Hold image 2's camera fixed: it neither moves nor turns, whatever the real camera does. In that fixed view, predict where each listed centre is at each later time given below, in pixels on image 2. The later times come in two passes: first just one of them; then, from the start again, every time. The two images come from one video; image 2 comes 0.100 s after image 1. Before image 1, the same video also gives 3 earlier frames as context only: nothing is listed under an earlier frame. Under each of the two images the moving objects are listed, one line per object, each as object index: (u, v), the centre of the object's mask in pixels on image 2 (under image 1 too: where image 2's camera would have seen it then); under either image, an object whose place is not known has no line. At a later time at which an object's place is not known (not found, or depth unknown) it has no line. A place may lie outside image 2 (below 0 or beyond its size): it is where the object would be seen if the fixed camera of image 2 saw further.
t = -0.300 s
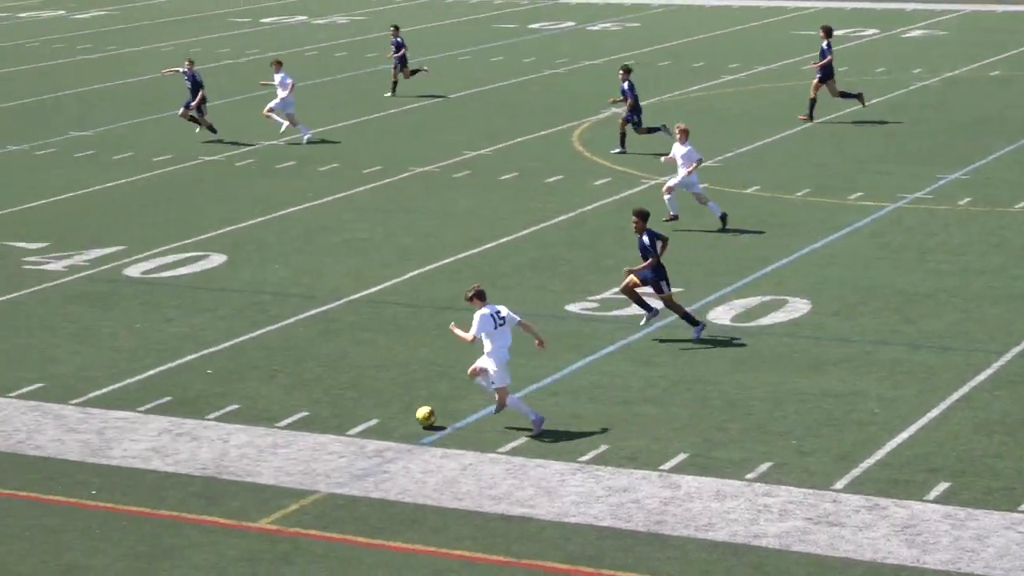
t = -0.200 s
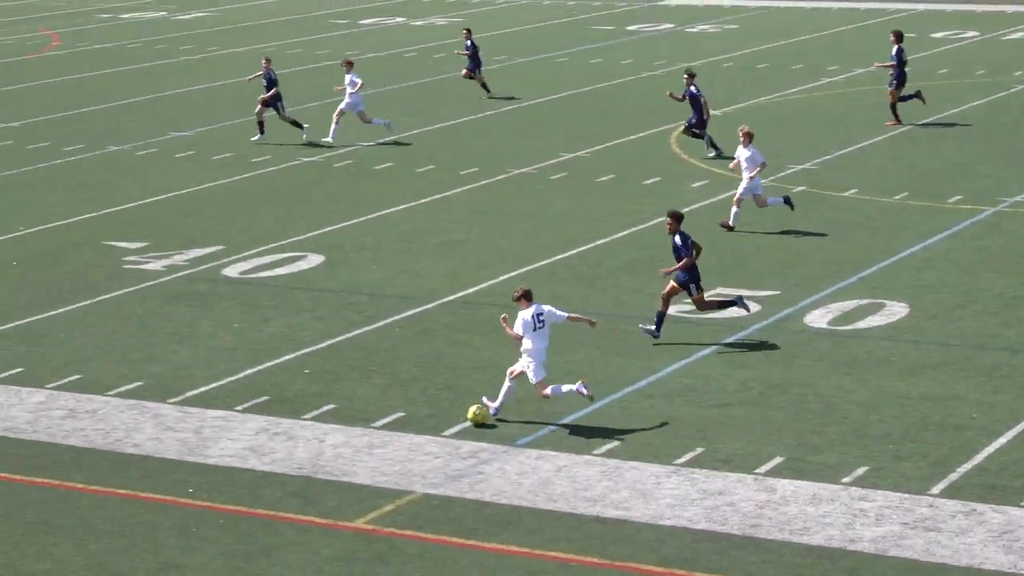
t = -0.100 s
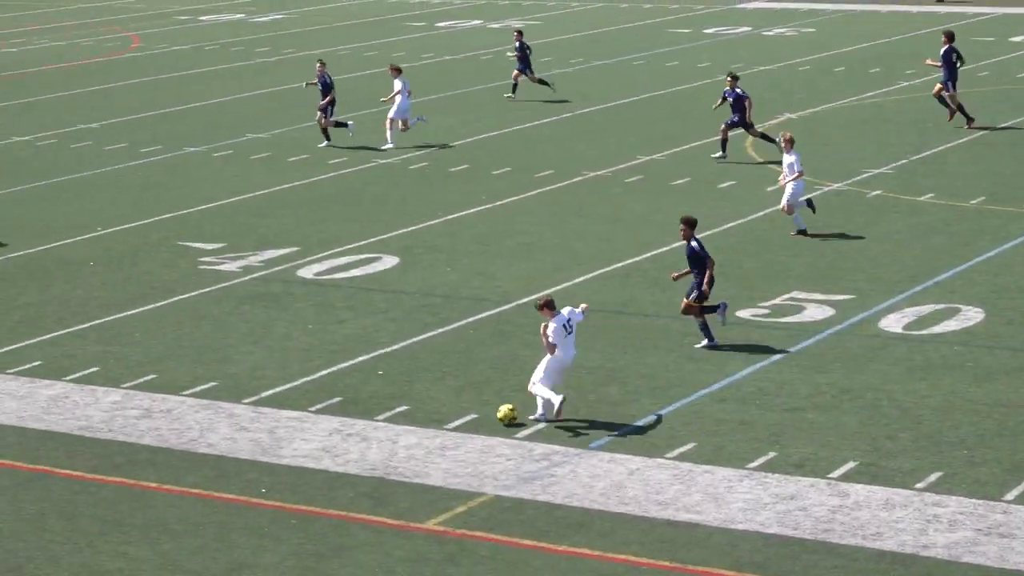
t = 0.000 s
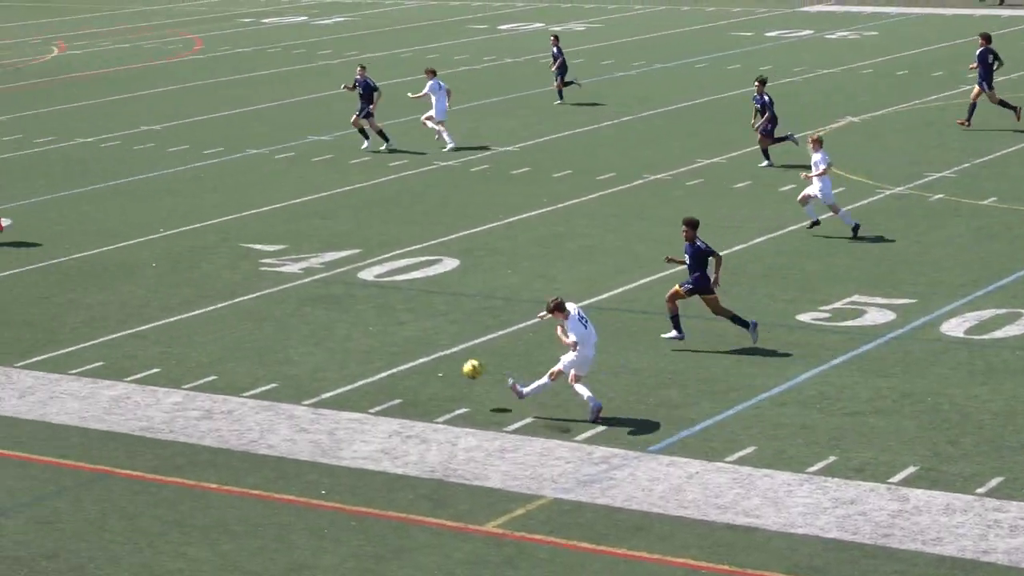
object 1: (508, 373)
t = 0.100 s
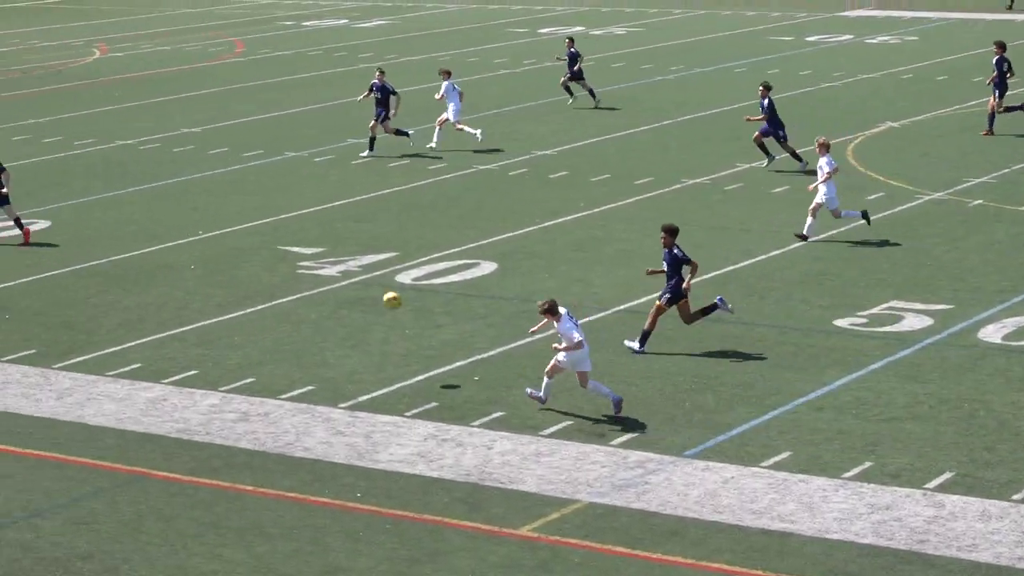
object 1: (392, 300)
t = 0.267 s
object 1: (232, 208)
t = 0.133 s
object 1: (357, 279)
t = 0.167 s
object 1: (324, 259)
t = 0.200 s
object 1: (291, 241)
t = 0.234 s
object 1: (261, 224)
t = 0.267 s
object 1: (232, 208)
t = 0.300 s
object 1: (205, 193)
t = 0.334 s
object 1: (180, 179)
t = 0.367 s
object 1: (156, 166)
